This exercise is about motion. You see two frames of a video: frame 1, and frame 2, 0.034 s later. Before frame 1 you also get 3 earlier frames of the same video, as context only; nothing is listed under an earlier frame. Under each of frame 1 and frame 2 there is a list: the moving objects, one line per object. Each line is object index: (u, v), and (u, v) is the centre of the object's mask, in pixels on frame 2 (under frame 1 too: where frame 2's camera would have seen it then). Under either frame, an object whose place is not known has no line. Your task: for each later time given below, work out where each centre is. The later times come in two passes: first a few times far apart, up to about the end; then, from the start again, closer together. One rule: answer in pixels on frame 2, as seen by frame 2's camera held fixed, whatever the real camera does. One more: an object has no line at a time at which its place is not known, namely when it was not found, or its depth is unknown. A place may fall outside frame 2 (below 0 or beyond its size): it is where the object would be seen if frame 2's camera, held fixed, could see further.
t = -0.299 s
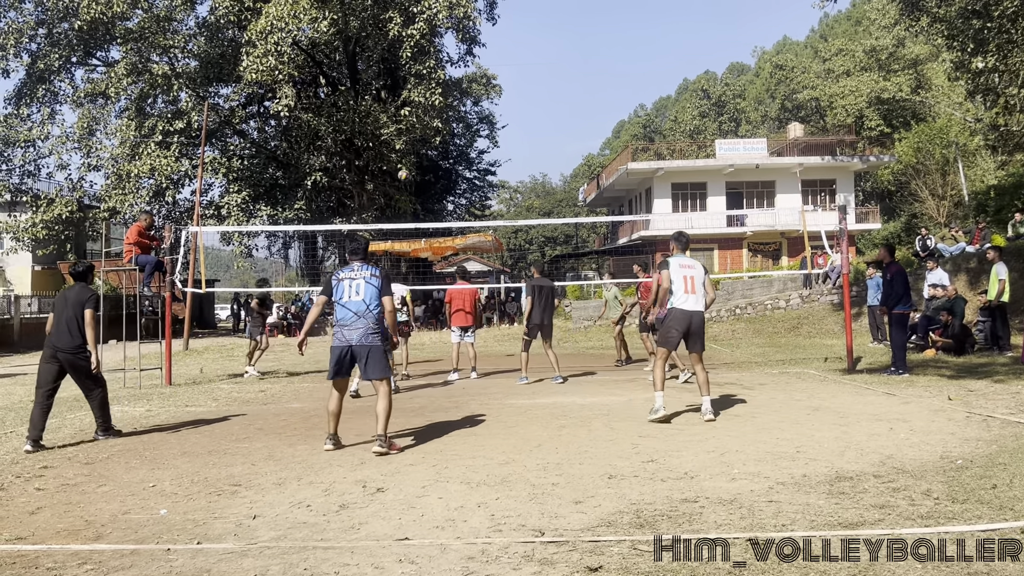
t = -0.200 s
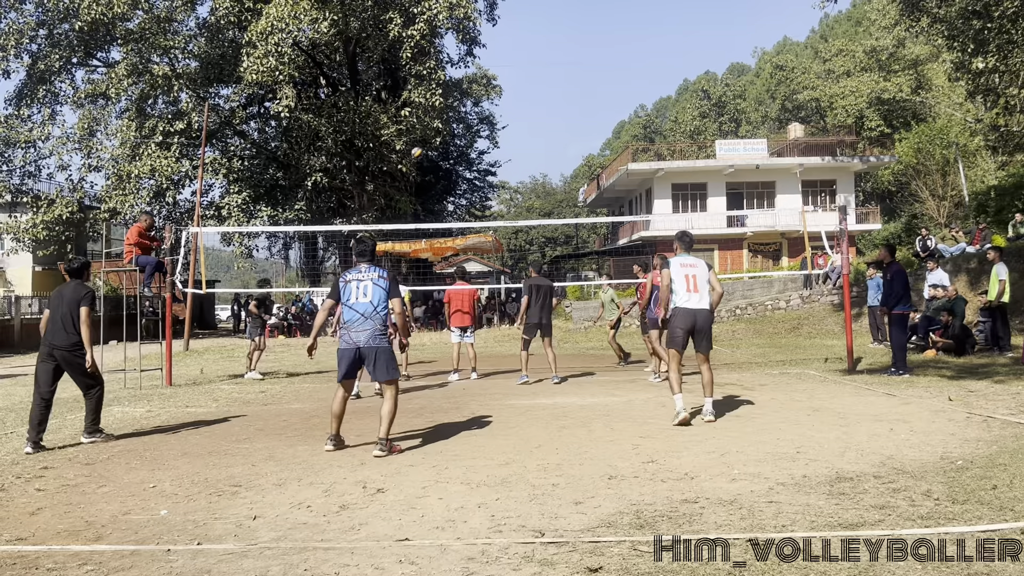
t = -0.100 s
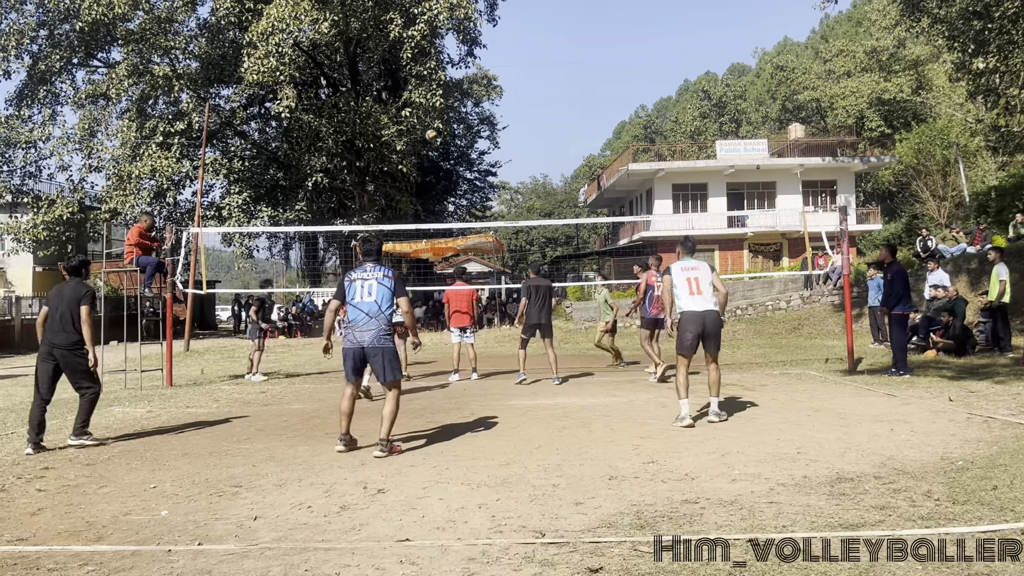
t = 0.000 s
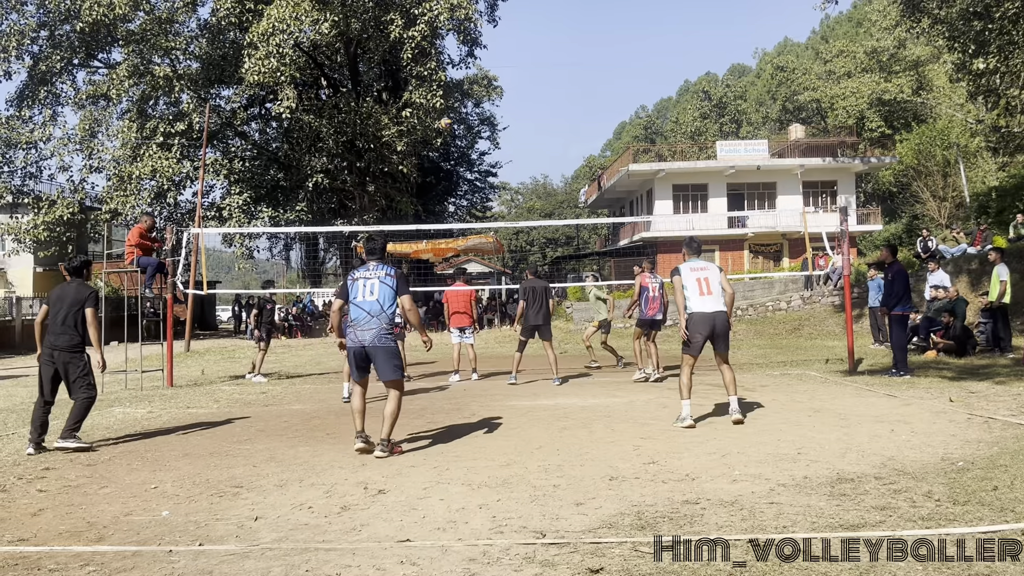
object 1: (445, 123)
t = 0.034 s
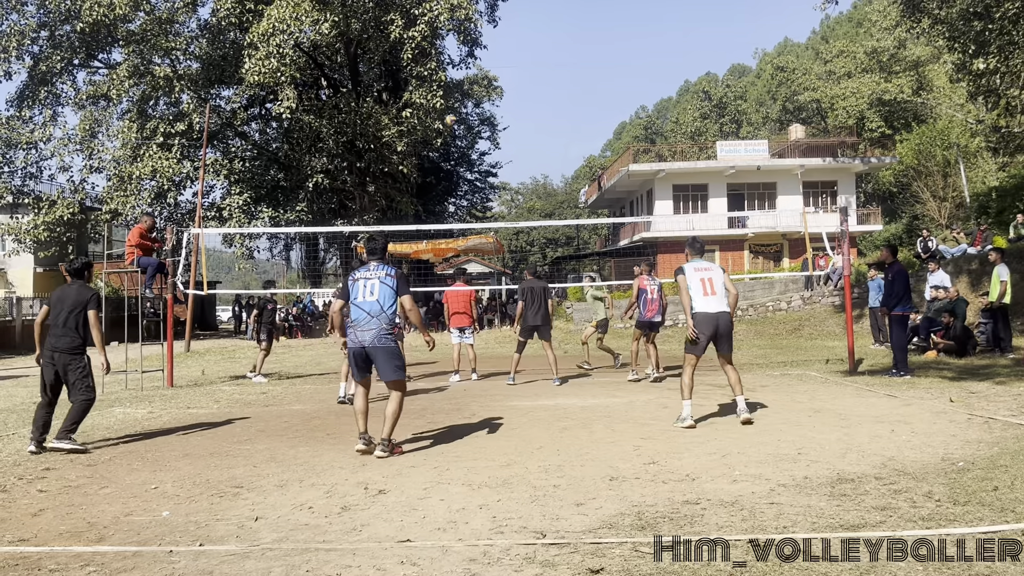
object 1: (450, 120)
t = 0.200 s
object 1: (475, 114)
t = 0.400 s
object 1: (506, 128)
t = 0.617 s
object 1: (540, 169)
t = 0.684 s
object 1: (551, 186)
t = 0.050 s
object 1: (453, 119)
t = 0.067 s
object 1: (455, 117)
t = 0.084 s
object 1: (458, 116)
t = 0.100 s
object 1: (460, 116)
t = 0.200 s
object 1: (475, 114)
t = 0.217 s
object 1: (477, 114)
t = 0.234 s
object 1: (481, 116)
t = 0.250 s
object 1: (483, 115)
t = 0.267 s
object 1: (485, 116)
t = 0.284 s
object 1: (488, 117)
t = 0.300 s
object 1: (491, 119)
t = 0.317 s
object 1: (493, 120)
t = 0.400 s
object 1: (506, 128)
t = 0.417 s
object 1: (508, 130)
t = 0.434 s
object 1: (510, 131)
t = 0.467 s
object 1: (516, 137)
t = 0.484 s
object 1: (519, 140)
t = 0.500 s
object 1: (522, 143)
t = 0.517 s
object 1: (524, 146)
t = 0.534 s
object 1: (527, 149)
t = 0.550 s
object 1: (529, 153)
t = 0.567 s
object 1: (532, 157)
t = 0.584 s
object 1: (535, 161)
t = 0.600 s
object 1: (537, 164)
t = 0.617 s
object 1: (540, 169)
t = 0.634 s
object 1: (543, 173)
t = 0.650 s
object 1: (546, 177)
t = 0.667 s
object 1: (548, 182)
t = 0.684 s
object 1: (551, 186)
